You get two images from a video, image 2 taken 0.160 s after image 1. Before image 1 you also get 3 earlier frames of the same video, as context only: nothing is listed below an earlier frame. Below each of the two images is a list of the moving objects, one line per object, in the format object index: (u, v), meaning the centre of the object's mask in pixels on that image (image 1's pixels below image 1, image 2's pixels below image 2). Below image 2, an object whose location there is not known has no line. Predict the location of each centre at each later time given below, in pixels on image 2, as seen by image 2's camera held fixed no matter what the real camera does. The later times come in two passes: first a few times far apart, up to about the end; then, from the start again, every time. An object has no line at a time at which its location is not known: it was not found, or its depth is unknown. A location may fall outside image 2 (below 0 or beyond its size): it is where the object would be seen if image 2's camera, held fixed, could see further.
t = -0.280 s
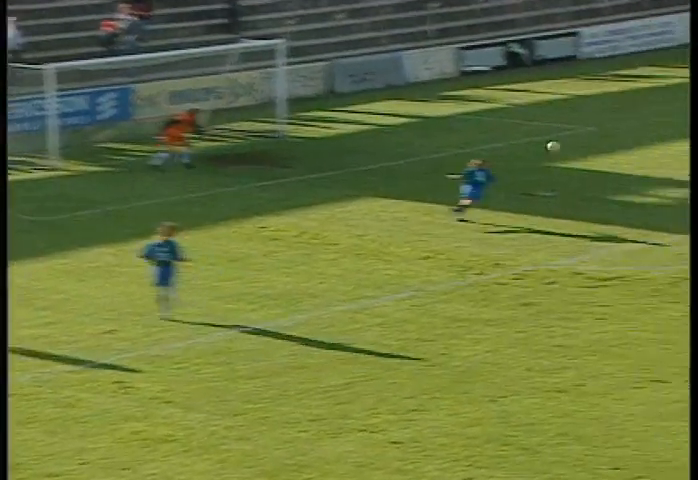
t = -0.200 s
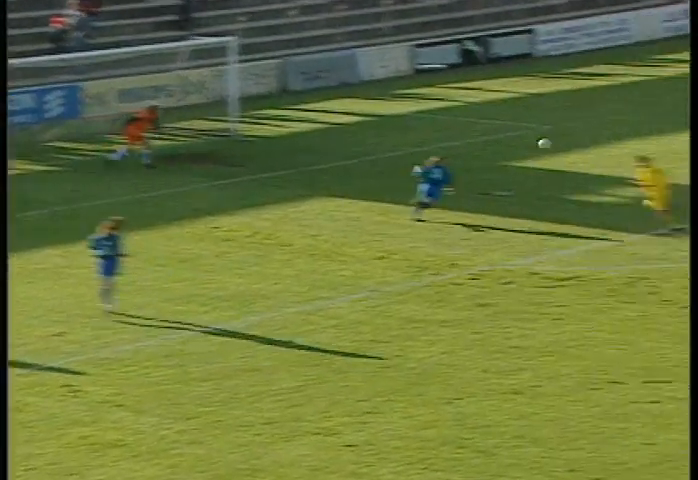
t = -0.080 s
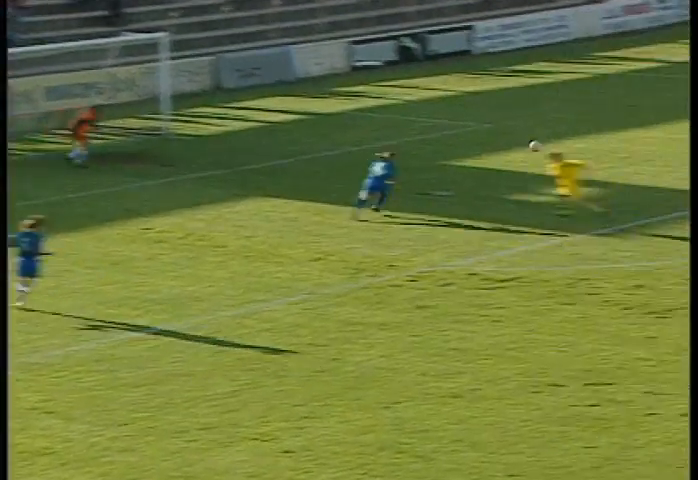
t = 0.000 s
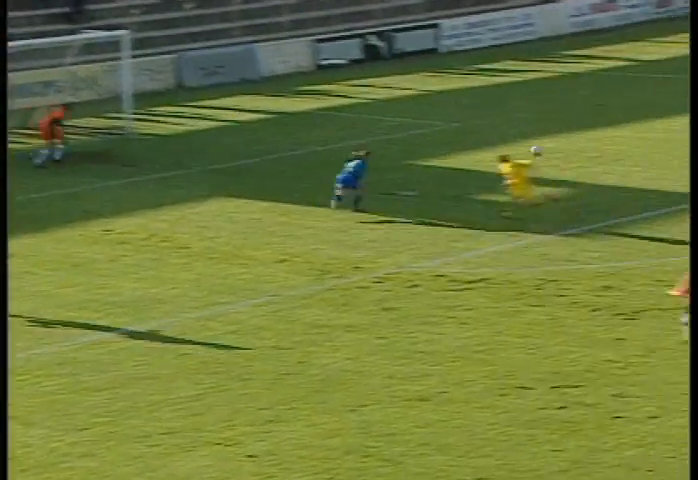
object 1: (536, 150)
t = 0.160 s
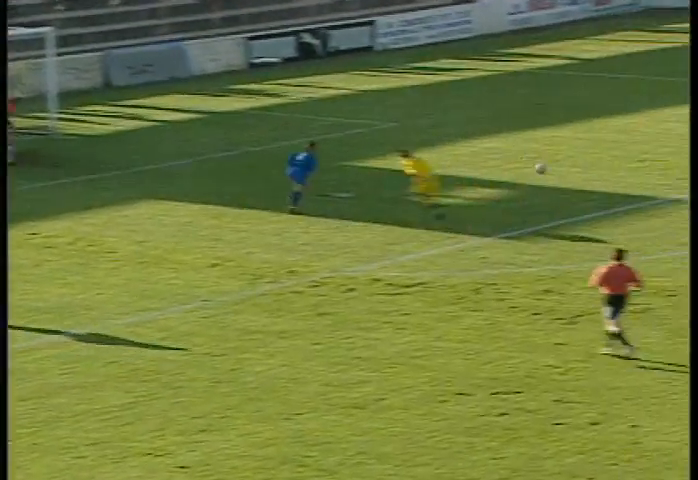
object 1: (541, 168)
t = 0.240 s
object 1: (576, 180)
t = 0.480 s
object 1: (631, 156)
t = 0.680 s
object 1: (668, 146)
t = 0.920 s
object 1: (713, 152)
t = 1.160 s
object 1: (746, 134)
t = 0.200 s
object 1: (558, 174)
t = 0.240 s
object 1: (576, 180)
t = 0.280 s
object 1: (588, 182)
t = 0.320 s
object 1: (596, 175)
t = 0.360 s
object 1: (604, 169)
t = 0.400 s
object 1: (614, 163)
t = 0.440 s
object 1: (620, 158)
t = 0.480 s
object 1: (631, 156)
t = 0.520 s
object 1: (641, 150)
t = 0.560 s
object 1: (649, 148)
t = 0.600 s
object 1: (653, 147)
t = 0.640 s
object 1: (661, 145)
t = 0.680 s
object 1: (668, 146)
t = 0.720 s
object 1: (676, 146)
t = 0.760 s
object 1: (684, 147)
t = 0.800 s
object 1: (692, 149)
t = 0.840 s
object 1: (699, 153)
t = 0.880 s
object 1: (707, 156)
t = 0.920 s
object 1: (713, 152)
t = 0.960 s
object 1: (718, 147)
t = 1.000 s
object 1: (724, 142)
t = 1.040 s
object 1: (729, 139)
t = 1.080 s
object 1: (735, 137)
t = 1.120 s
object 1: (740, 135)
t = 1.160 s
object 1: (746, 134)
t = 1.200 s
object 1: (752, 134)
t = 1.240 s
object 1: (756, 135)
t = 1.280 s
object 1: (761, 137)
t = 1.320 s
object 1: (766, 139)
